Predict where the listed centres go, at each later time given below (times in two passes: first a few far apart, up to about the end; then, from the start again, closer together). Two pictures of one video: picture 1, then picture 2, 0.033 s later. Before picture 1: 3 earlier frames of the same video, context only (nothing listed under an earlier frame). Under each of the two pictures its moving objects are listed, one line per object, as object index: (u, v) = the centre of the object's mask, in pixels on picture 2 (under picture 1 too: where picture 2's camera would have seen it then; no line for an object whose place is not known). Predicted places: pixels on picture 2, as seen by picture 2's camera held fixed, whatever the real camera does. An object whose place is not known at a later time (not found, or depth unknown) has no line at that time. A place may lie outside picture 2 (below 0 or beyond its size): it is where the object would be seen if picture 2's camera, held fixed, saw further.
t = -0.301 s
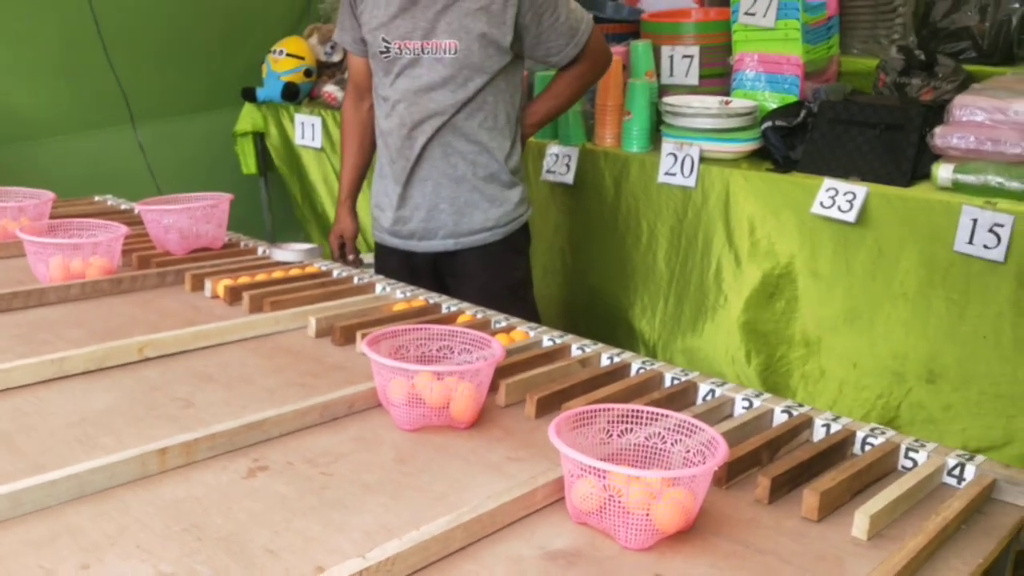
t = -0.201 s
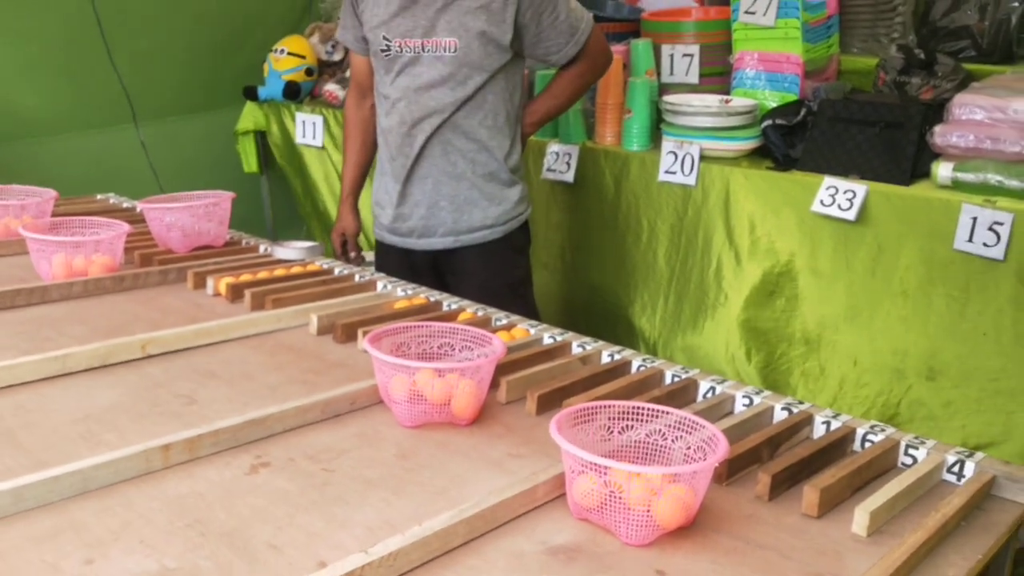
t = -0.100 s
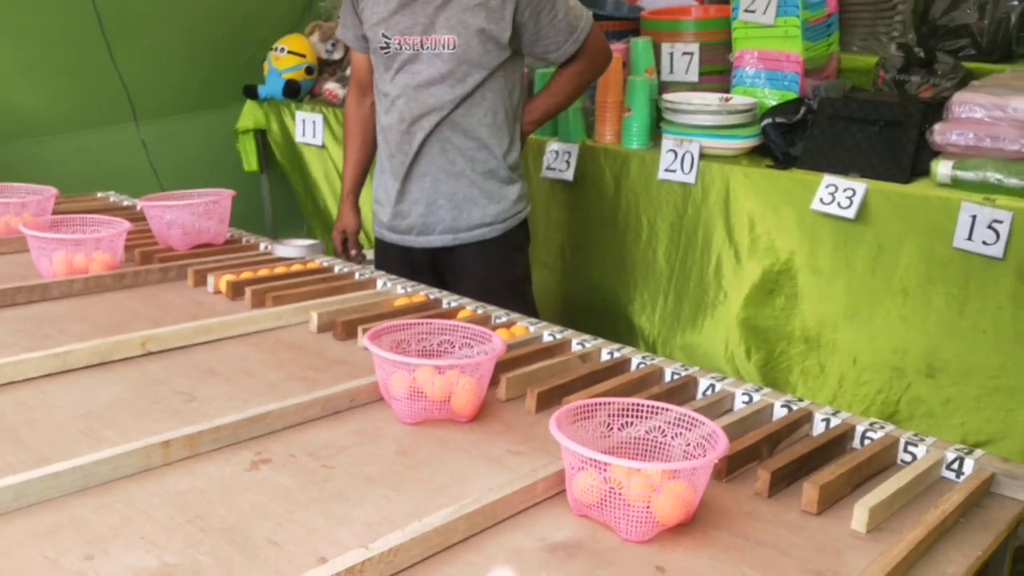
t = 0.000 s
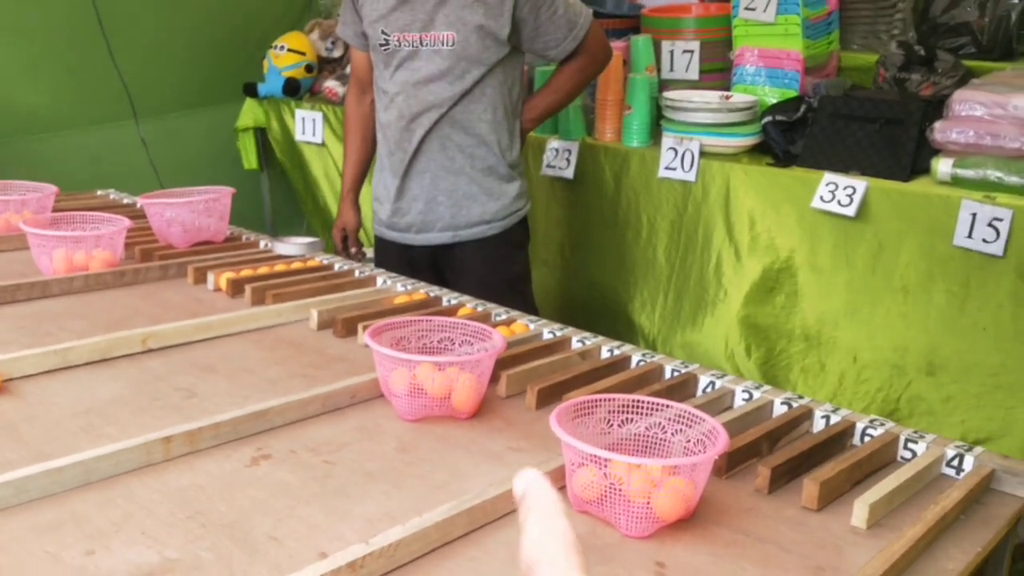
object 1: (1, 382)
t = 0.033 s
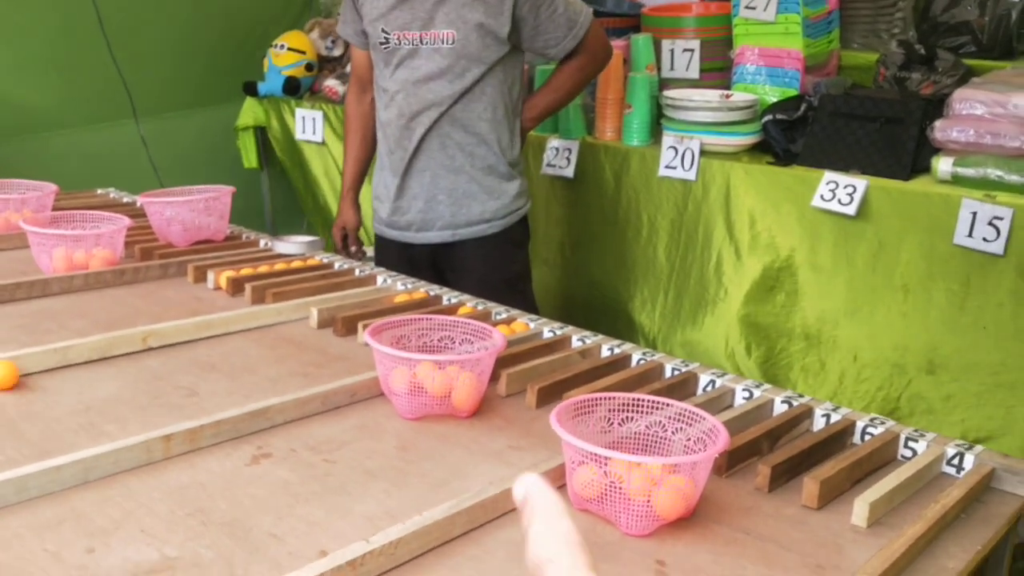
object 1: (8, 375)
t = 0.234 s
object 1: (118, 354)
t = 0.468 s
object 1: (255, 328)
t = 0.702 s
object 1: (237, 327)
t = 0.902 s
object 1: (213, 333)
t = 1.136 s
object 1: (218, 333)
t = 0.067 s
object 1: (21, 372)
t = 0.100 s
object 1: (40, 368)
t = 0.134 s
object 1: (59, 365)
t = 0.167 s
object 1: (79, 361)
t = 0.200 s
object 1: (98, 357)
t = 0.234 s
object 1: (118, 354)
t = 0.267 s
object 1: (137, 350)
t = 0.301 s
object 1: (157, 346)
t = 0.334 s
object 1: (177, 343)
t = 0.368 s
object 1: (197, 339)
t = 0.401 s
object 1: (216, 335)
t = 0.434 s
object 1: (236, 331)
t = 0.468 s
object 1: (255, 328)
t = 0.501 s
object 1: (275, 324)
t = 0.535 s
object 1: (294, 320)
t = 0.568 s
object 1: (291, 317)
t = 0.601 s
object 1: (275, 320)
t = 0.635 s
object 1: (258, 327)
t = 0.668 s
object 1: (247, 325)
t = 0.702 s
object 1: (237, 327)
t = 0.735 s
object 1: (230, 330)
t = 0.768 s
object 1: (225, 330)
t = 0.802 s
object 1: (221, 332)
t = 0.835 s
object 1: (218, 332)
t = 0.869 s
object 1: (215, 333)
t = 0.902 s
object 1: (213, 333)
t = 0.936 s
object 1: (212, 334)
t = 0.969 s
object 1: (211, 335)
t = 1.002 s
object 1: (211, 335)
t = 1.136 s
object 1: (218, 333)
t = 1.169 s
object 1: (222, 332)
